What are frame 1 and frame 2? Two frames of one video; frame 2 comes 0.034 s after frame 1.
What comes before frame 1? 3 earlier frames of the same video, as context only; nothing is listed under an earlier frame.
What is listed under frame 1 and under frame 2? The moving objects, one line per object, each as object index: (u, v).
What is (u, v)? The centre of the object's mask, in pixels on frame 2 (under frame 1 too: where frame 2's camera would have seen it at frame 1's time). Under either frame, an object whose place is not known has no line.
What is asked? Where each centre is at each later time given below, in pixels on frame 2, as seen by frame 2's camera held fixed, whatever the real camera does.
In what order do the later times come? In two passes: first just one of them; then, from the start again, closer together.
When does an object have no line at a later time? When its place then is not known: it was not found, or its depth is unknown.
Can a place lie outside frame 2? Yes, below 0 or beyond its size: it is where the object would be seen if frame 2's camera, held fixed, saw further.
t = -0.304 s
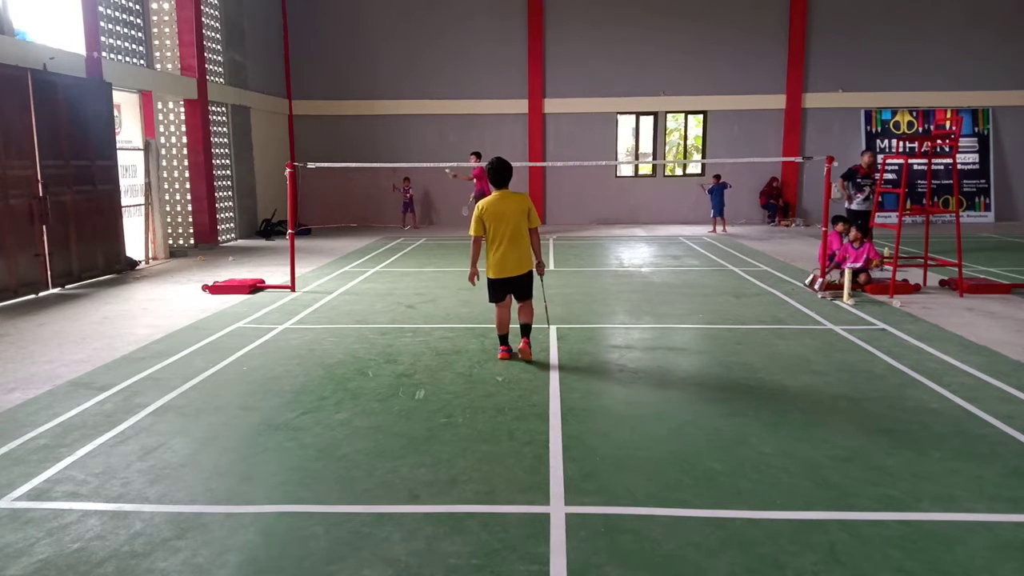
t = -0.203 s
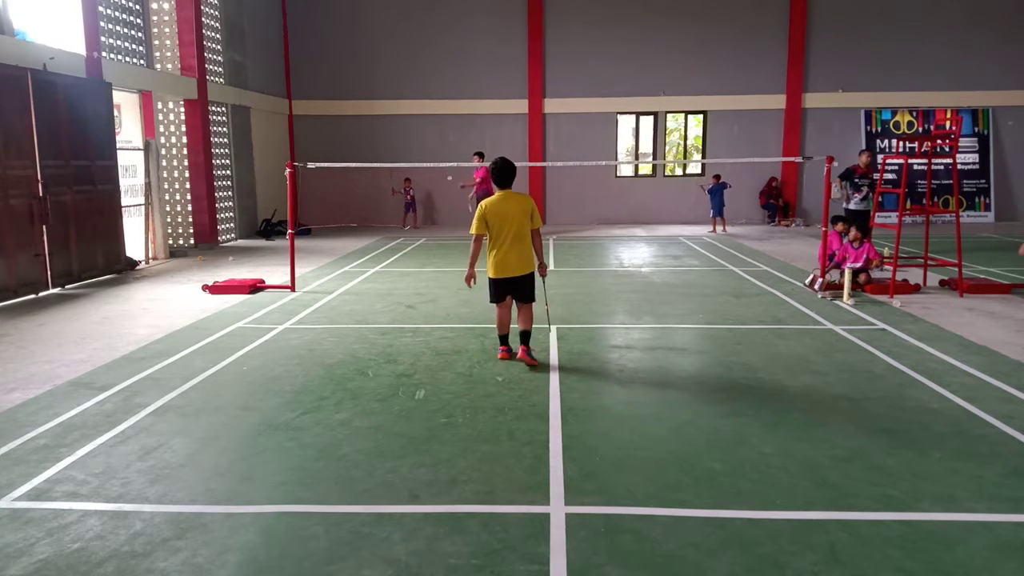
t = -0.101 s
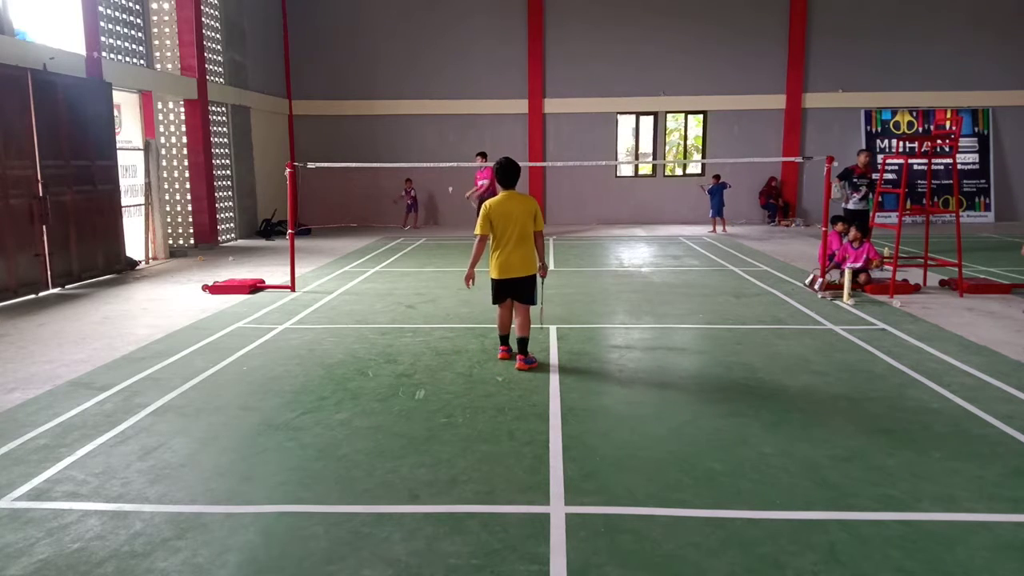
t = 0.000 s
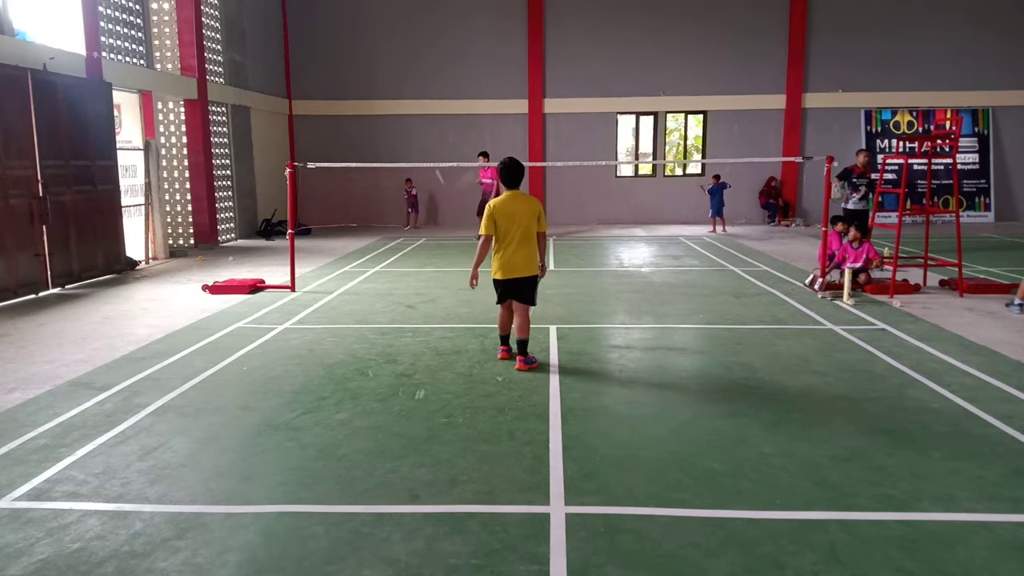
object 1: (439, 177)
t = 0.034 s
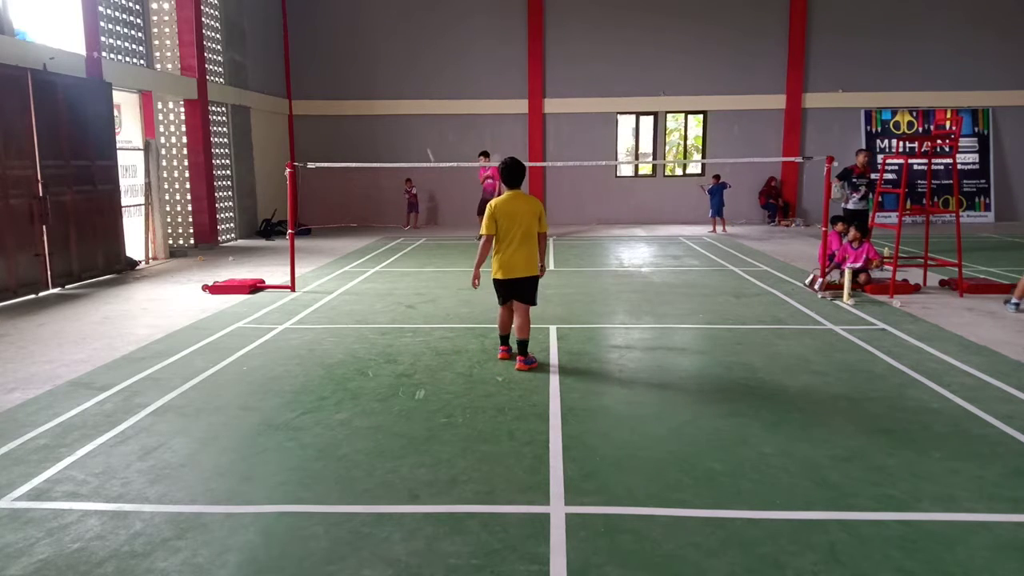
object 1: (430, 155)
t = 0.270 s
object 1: (378, 58)
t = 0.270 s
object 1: (378, 58)
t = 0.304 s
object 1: (372, 49)
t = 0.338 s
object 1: (366, 41)
